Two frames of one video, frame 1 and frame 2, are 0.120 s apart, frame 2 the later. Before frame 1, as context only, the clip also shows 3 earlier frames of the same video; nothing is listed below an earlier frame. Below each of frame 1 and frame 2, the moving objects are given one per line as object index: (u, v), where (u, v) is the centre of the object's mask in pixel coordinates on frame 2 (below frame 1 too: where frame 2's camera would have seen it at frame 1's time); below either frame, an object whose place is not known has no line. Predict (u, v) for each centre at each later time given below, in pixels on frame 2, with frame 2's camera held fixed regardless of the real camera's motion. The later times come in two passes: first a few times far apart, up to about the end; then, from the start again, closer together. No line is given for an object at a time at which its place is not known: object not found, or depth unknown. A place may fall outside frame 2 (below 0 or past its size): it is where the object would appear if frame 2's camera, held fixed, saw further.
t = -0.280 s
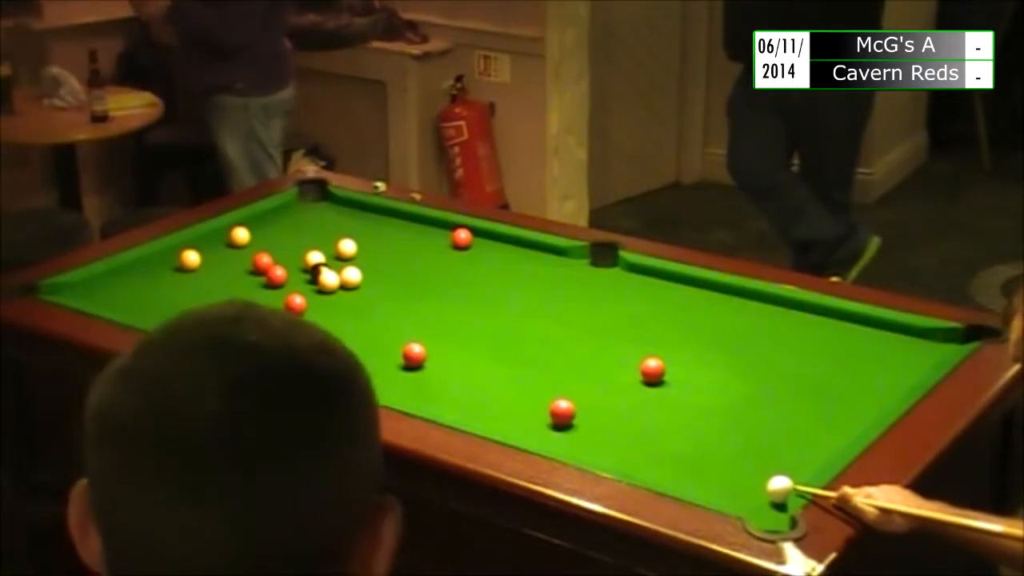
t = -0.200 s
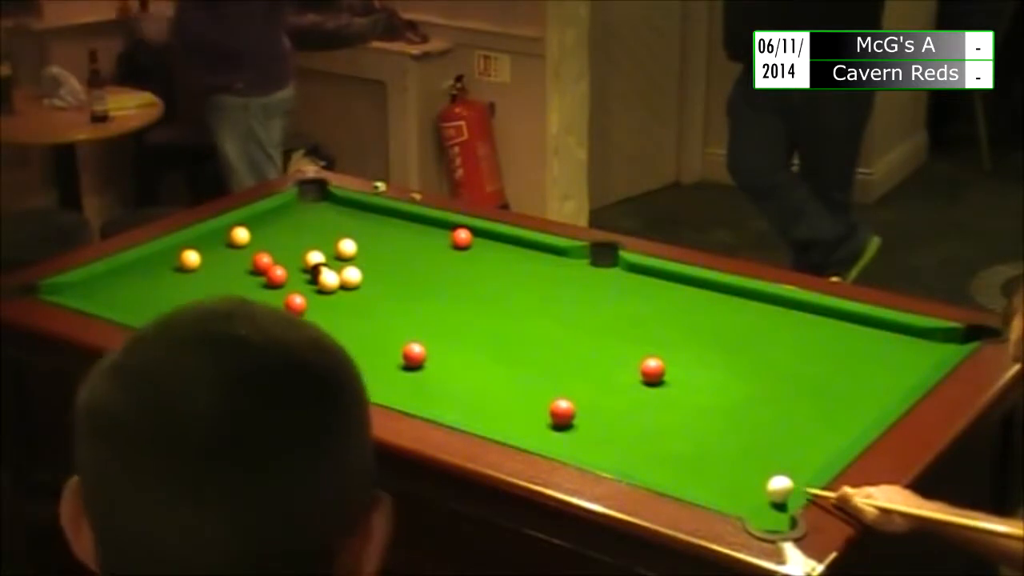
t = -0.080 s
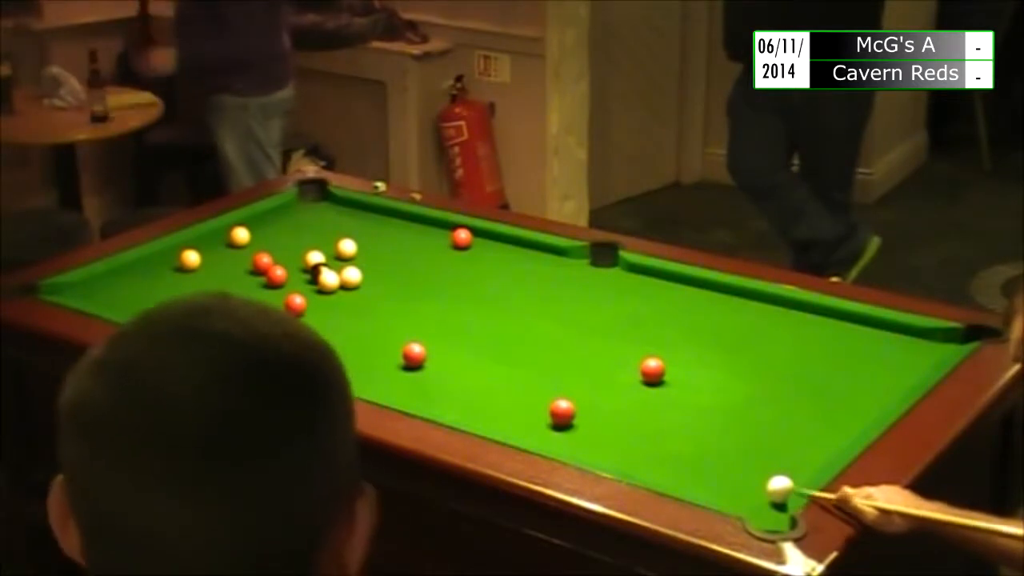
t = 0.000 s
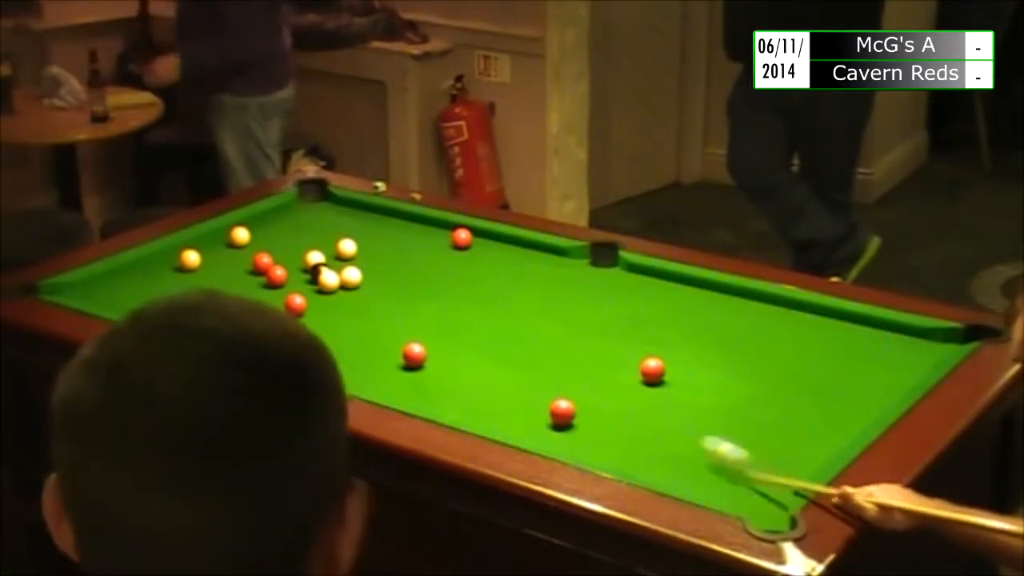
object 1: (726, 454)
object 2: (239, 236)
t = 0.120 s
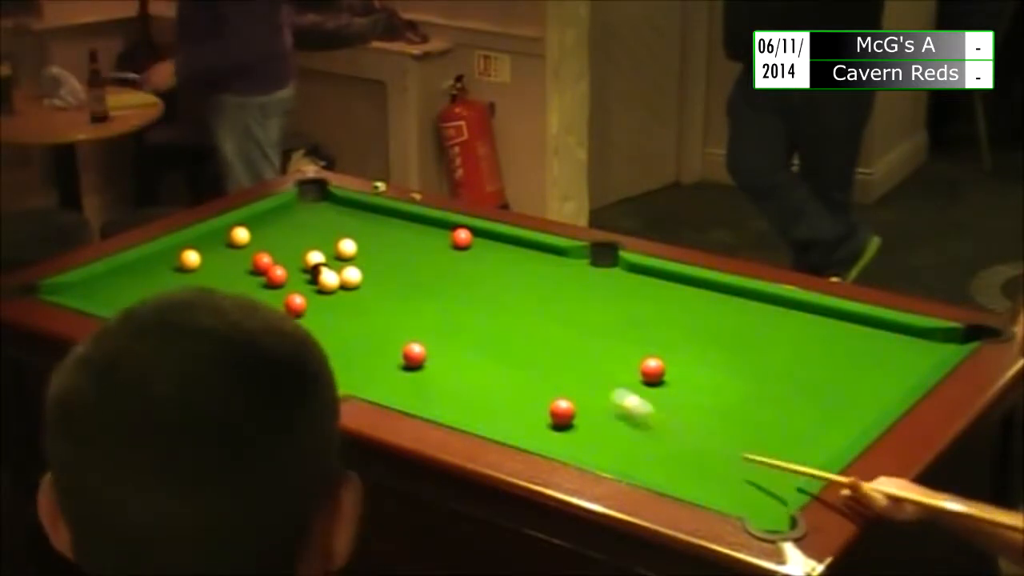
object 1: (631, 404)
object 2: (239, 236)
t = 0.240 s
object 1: (552, 362)
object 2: (240, 236)
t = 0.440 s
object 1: (441, 301)
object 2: (240, 236)
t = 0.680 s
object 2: (239, 236)
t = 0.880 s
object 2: (239, 236)
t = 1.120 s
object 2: (239, 236)
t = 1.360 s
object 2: (239, 236)
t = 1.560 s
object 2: (229, 234)
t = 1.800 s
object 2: (216, 232)
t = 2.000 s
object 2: (220, 234)
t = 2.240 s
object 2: (224, 235)
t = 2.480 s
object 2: (227, 236)
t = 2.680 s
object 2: (228, 236)
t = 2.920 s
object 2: (227, 236)
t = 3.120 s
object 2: (227, 236)
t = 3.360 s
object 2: (228, 236)
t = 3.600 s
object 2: (228, 236)
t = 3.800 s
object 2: (228, 236)
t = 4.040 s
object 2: (228, 236)
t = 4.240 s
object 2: (228, 236)
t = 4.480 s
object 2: (228, 236)
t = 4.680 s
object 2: (227, 236)
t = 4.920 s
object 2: (228, 236)
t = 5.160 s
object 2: (228, 236)
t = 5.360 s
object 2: (228, 236)
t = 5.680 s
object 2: (228, 236)
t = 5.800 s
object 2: (228, 235)
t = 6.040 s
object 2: (228, 236)
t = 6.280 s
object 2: (228, 236)
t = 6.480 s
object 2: (228, 236)
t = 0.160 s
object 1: (604, 390)
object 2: (240, 236)
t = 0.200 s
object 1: (577, 375)
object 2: (240, 236)
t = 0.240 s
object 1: (552, 362)
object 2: (240, 236)
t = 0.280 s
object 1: (529, 349)
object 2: (239, 236)
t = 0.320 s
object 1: (505, 337)
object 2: (240, 236)
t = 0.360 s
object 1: (483, 325)
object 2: (240, 236)
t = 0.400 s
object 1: (462, 314)
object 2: (240, 236)
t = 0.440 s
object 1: (441, 301)
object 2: (240, 236)
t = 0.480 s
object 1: (421, 291)
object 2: (240, 236)
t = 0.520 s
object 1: (402, 281)
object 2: (240, 236)
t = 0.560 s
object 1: (384, 270)
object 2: (240, 236)
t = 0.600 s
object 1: (368, 261)
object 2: (240, 236)
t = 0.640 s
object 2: (240, 236)
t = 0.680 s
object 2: (239, 236)
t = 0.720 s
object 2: (239, 236)
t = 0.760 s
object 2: (239, 236)
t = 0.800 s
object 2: (239, 236)
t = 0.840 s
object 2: (239, 236)
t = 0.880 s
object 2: (239, 236)
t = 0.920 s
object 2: (239, 236)
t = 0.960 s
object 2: (239, 236)
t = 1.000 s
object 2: (239, 236)
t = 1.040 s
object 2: (239, 236)
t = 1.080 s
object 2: (239, 236)
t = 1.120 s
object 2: (239, 236)
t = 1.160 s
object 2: (239, 236)
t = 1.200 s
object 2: (239, 236)
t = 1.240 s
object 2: (239, 236)
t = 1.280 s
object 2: (239, 236)
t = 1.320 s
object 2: (239, 236)
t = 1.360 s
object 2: (239, 236)
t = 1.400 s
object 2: (238, 236)
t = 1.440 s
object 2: (237, 235)
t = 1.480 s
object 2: (234, 235)
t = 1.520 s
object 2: (231, 235)
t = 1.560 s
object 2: (229, 234)
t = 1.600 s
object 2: (227, 234)
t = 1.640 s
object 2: (224, 233)
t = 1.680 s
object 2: (222, 233)
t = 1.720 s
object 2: (220, 233)
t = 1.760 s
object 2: (218, 232)
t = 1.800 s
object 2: (216, 232)
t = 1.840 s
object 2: (217, 232)
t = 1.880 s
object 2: (218, 233)
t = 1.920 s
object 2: (219, 233)
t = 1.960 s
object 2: (220, 233)
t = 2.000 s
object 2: (220, 234)
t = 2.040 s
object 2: (221, 234)
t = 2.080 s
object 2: (222, 234)
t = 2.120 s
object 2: (222, 234)
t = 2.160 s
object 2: (223, 235)
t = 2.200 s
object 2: (224, 235)
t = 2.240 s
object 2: (224, 235)
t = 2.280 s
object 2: (225, 235)
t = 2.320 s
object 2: (226, 235)
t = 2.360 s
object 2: (226, 236)
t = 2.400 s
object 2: (227, 236)
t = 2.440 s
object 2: (227, 236)
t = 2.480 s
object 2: (227, 236)
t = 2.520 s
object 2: (227, 236)
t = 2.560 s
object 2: (227, 236)
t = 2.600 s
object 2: (227, 236)
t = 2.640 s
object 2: (228, 236)
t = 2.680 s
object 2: (228, 236)
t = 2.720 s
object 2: (228, 236)
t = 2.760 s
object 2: (228, 236)
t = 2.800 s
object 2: (227, 236)
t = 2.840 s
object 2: (227, 236)
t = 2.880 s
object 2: (227, 236)
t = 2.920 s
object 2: (227, 236)
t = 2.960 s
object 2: (227, 236)
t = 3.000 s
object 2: (227, 236)
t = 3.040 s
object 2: (227, 236)
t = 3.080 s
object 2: (227, 236)
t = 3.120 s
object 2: (227, 236)
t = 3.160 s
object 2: (227, 236)
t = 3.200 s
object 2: (227, 236)
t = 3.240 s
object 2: (227, 236)
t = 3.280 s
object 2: (228, 236)
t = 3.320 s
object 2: (228, 236)
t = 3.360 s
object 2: (228, 236)
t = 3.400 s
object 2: (228, 236)
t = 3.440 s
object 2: (228, 236)
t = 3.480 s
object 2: (228, 236)
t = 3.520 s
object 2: (228, 236)
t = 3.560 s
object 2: (228, 236)
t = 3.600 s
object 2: (228, 236)
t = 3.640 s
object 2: (228, 236)
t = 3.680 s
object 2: (228, 236)
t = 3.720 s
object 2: (228, 236)
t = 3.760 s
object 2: (228, 236)
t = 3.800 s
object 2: (228, 236)
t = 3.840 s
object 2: (228, 236)
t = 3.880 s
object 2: (228, 236)
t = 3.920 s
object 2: (228, 236)
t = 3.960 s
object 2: (228, 236)
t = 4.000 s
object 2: (228, 236)
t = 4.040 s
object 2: (228, 236)
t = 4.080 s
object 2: (228, 236)
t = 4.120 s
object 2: (228, 236)
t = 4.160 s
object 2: (228, 236)
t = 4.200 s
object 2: (228, 236)
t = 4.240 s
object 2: (228, 236)
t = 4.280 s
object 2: (228, 236)
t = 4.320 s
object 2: (228, 236)
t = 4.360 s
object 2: (228, 236)
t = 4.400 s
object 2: (228, 236)
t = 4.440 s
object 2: (228, 236)
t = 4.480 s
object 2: (228, 236)
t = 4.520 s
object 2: (228, 236)
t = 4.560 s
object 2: (227, 236)
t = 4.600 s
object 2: (227, 236)
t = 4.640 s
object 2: (227, 236)
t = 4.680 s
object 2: (227, 236)
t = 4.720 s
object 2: (227, 236)
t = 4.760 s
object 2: (227, 236)
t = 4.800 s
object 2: (227, 236)
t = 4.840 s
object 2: (228, 236)
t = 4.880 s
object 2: (228, 236)
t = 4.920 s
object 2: (228, 236)
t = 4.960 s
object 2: (228, 236)
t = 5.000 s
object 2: (228, 236)
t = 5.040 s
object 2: (228, 236)
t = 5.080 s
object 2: (228, 236)
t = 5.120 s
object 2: (228, 236)
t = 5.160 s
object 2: (228, 236)
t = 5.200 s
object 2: (228, 236)
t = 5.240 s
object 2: (228, 236)
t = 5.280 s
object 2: (228, 236)
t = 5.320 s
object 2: (228, 236)
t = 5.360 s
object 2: (228, 236)
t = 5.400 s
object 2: (228, 236)
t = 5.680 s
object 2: (228, 236)
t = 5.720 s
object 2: (228, 236)
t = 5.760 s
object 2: (228, 236)
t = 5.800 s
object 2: (228, 235)
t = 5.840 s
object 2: (228, 236)
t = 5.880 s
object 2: (228, 236)
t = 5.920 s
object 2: (228, 236)
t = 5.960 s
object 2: (228, 236)
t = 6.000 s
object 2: (228, 236)
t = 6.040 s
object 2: (228, 236)
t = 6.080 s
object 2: (228, 236)
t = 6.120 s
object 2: (228, 236)
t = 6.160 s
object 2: (228, 236)
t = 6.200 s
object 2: (228, 236)
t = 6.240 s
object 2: (228, 236)
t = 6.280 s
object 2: (228, 236)
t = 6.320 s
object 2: (228, 236)
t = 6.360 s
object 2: (228, 236)
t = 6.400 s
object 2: (228, 236)
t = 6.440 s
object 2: (228, 236)
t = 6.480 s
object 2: (228, 236)
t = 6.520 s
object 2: (228, 236)
